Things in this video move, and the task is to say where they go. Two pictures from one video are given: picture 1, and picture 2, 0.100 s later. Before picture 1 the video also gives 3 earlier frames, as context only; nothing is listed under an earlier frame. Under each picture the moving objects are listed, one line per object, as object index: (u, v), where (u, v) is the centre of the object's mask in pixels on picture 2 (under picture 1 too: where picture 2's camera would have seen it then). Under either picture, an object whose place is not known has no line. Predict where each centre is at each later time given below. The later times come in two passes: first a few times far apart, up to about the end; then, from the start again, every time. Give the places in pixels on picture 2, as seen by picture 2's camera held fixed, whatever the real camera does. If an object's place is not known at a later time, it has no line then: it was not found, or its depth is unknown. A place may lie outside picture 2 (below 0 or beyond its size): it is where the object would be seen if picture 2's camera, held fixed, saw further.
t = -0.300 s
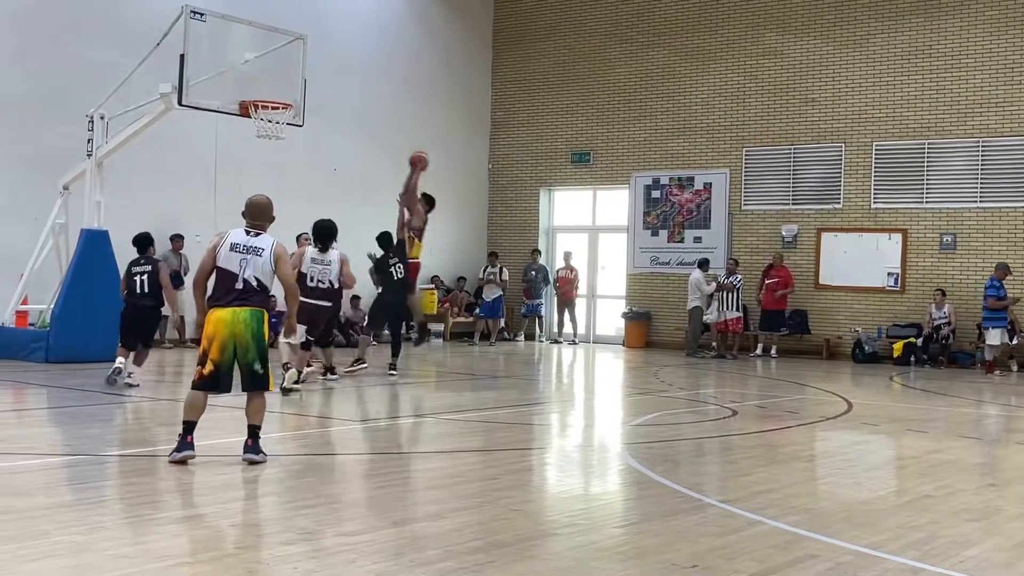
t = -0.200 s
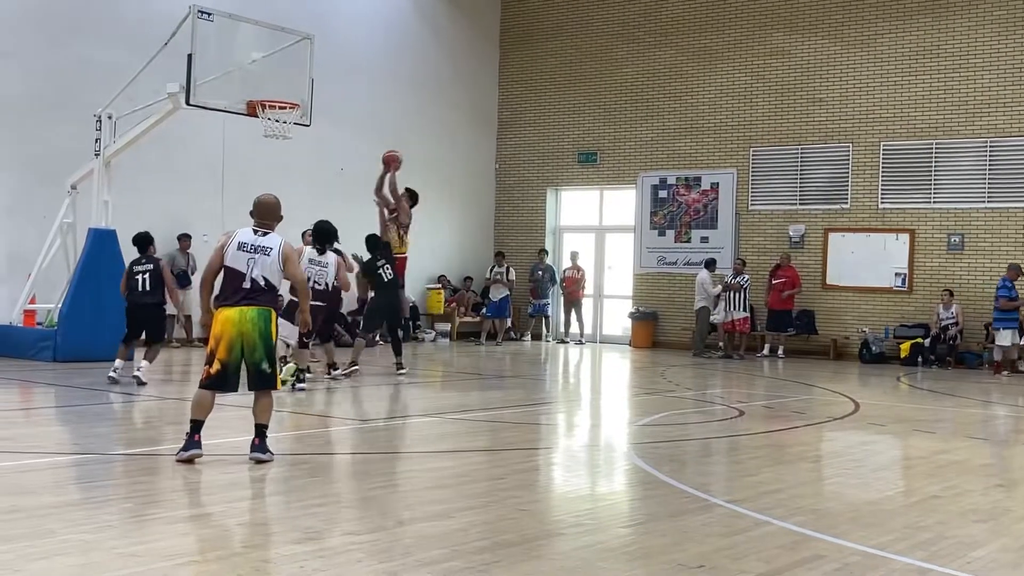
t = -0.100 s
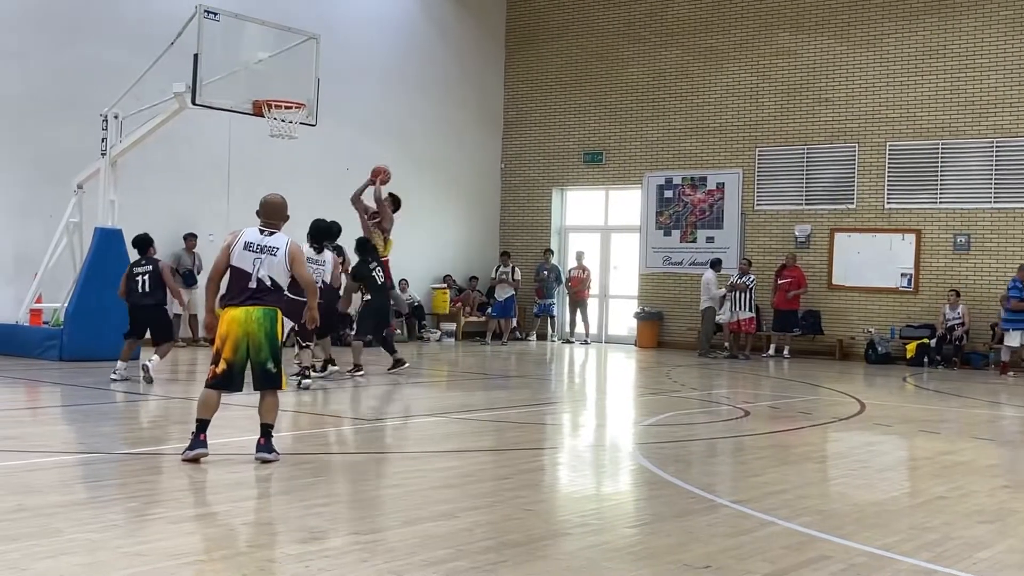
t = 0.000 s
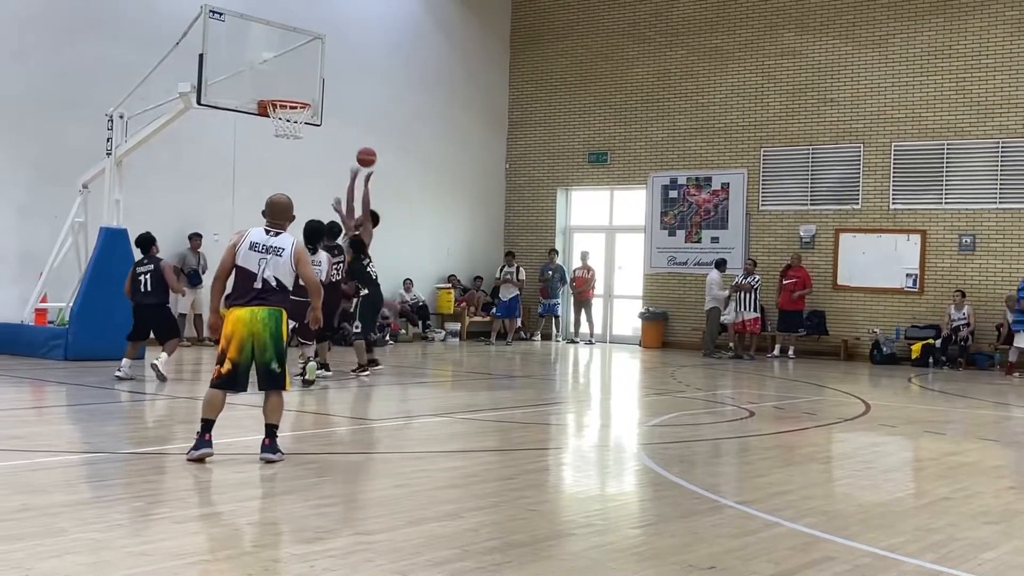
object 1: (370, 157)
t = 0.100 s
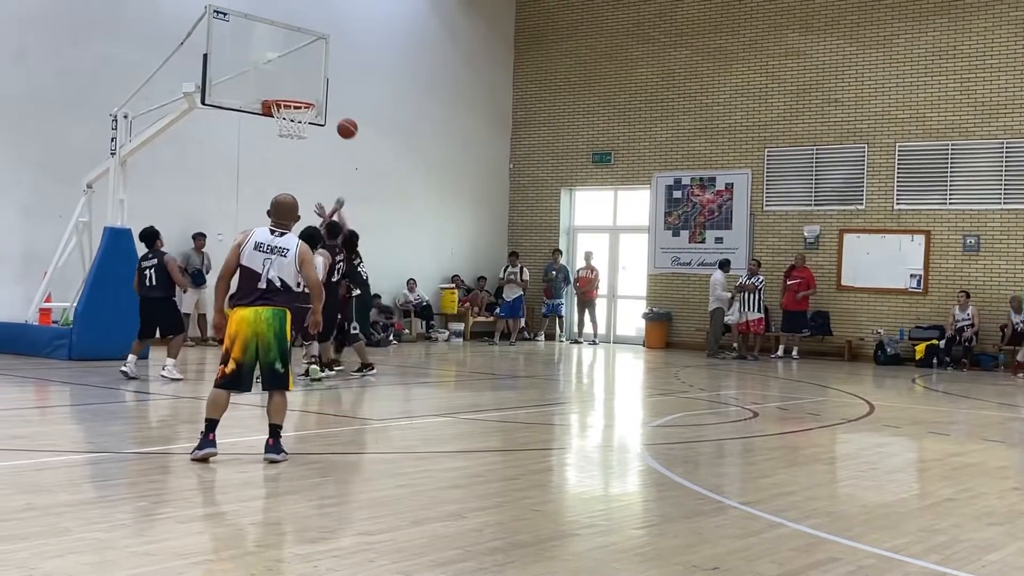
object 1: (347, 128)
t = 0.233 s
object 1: (317, 102)
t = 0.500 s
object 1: (300, 90)
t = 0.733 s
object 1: (303, 109)
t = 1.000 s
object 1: (291, 149)
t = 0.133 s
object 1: (340, 120)
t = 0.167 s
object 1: (332, 114)
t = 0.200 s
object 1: (324, 108)
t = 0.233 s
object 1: (317, 102)
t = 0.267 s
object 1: (309, 96)
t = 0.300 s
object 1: (300, 94)
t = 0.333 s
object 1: (299, 93)
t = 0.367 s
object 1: (299, 93)
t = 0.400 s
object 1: (299, 93)
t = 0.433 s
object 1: (299, 92)
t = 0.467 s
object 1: (300, 91)
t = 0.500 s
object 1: (300, 90)
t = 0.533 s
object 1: (301, 91)
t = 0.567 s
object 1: (302, 91)
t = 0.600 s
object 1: (303, 93)
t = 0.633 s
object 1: (303, 94)
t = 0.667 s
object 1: (304, 97)
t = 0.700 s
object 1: (303, 105)
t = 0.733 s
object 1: (303, 109)
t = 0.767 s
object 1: (302, 116)
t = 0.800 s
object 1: (302, 122)
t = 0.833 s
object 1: (301, 126)
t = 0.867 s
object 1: (298, 136)
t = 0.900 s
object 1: (296, 139)
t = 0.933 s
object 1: (295, 142)
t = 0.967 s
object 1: (293, 144)
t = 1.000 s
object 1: (291, 149)
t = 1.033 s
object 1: (290, 157)
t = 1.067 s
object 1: (288, 165)
